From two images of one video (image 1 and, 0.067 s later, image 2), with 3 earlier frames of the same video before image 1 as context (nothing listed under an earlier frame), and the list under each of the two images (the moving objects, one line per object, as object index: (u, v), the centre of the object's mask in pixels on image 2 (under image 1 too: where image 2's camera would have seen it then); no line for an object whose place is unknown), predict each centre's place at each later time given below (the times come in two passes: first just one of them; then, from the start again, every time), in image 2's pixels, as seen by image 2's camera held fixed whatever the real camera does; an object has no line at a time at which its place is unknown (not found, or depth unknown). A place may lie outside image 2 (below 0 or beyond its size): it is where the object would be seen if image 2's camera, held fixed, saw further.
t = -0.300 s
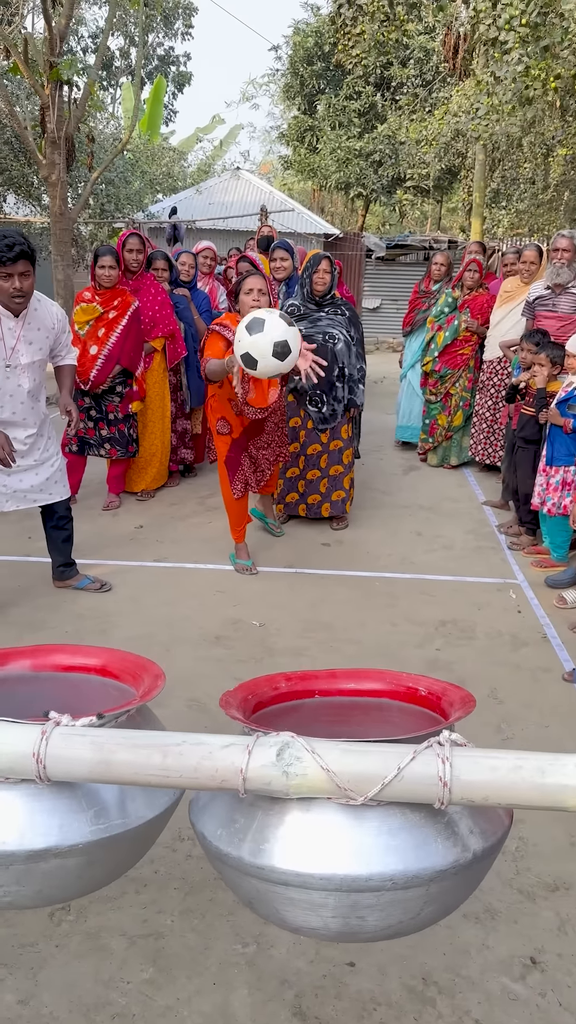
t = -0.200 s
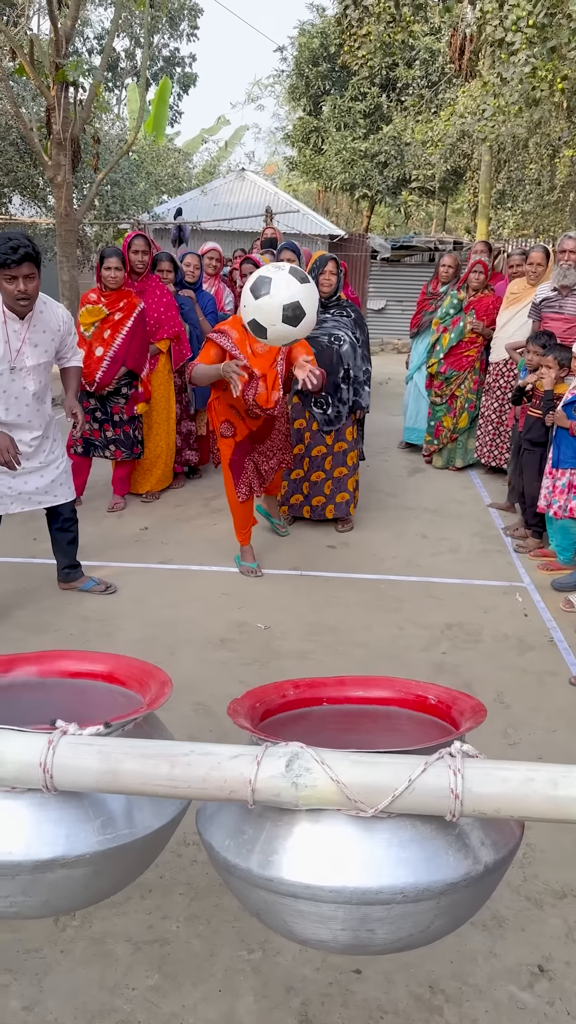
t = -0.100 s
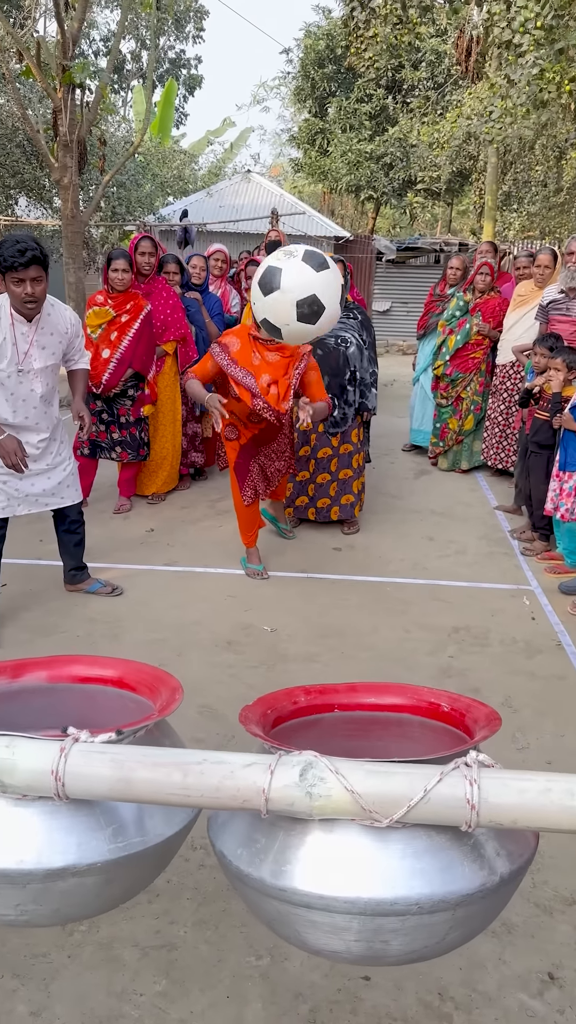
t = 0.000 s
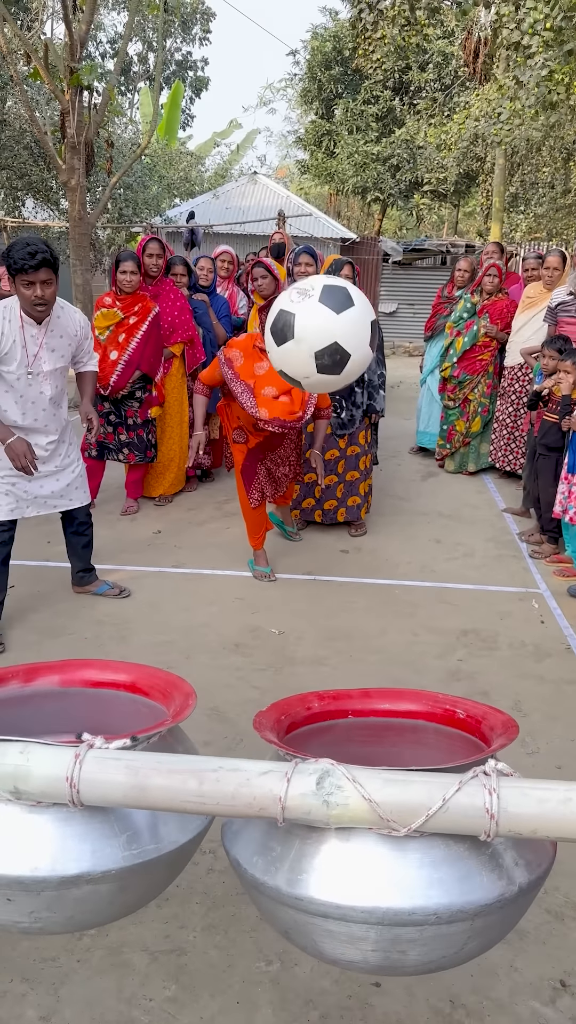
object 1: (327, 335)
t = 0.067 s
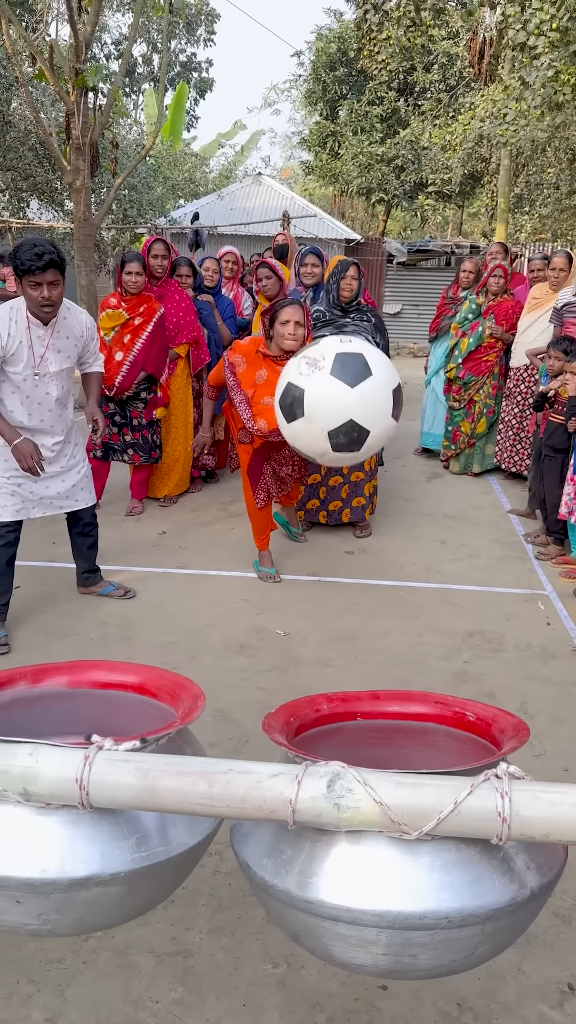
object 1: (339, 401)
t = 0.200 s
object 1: (364, 690)
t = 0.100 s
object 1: (344, 451)
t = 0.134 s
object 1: (350, 514)
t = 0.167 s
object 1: (357, 594)
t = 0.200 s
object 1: (364, 690)
